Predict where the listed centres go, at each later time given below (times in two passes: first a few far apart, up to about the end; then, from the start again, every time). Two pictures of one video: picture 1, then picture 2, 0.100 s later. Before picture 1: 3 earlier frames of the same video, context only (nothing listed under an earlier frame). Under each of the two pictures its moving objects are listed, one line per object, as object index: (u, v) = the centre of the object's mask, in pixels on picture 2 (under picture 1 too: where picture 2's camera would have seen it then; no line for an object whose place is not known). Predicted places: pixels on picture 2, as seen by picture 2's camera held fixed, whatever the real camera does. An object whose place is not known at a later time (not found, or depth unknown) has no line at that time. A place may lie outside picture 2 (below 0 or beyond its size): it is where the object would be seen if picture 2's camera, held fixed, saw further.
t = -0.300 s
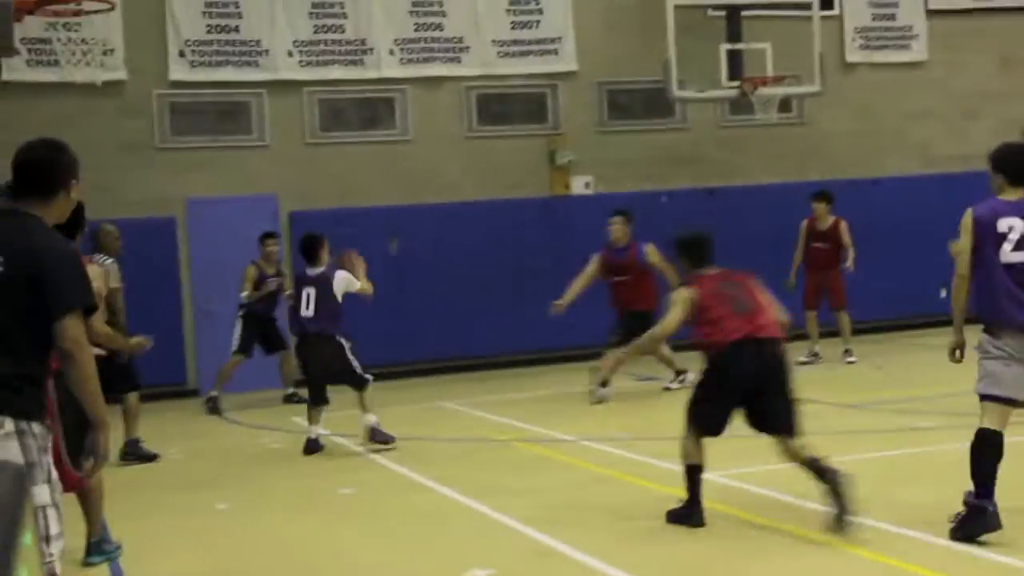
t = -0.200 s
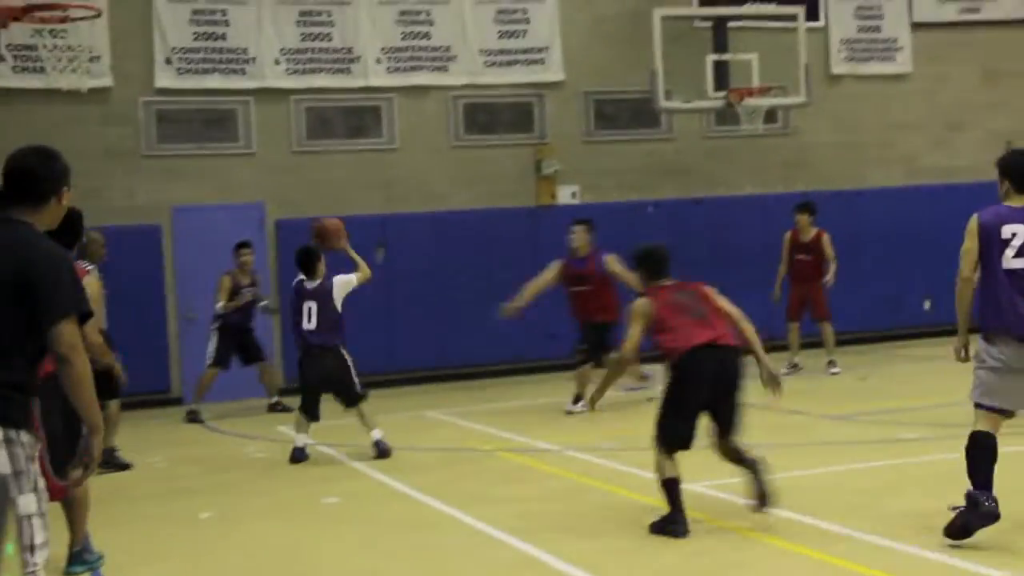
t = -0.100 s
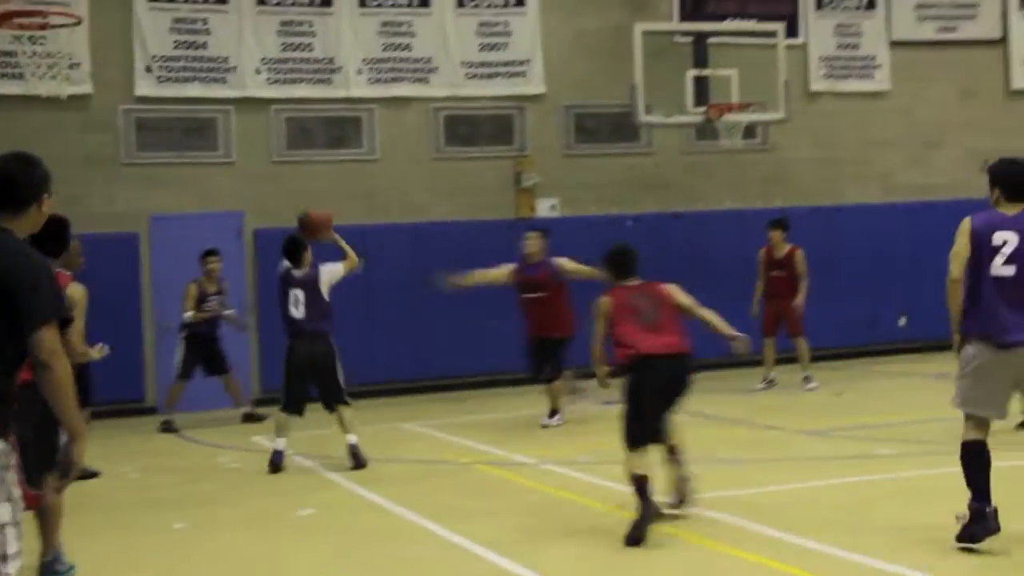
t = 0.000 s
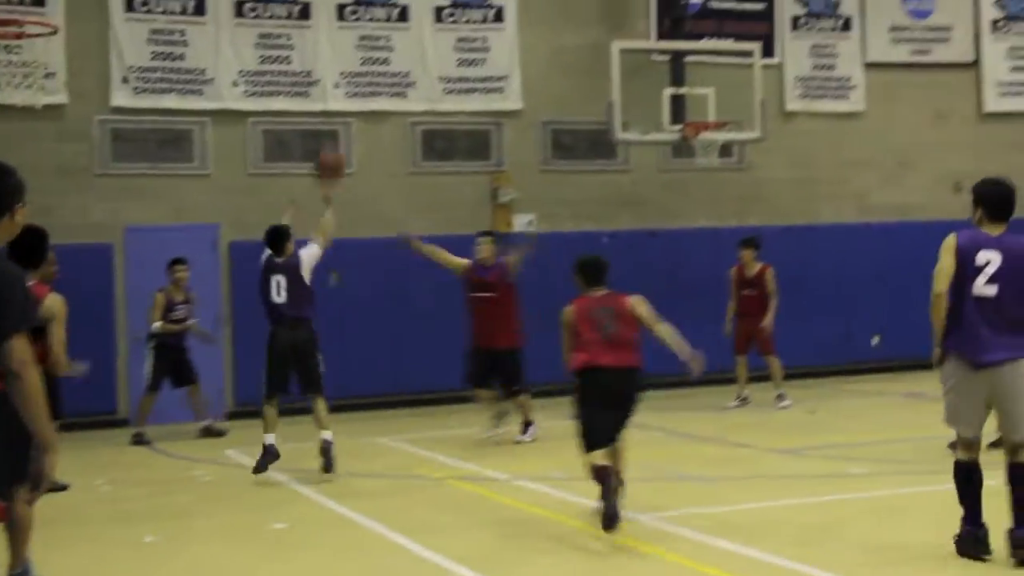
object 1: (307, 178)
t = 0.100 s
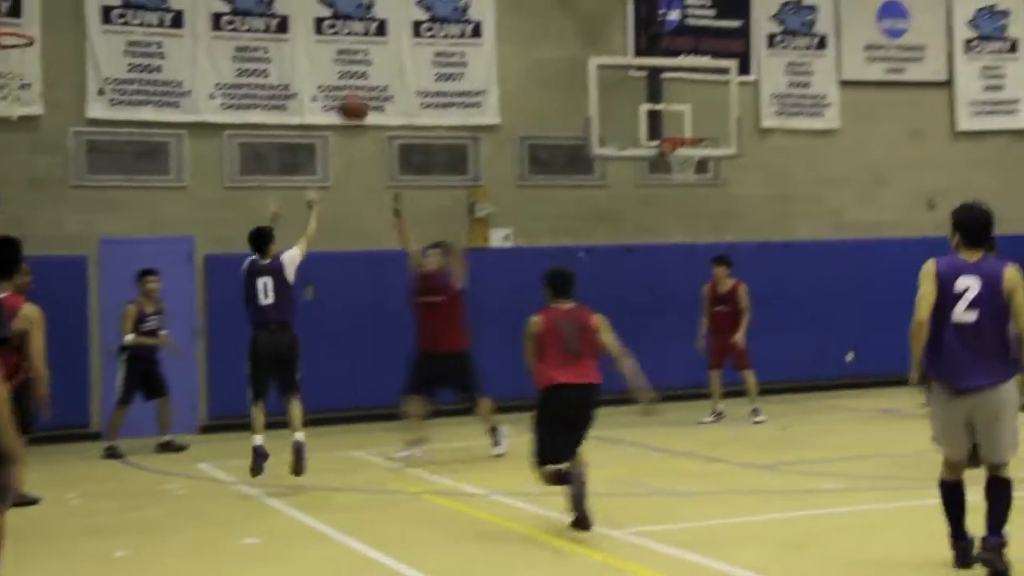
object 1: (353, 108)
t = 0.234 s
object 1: (412, 43)
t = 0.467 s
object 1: (501, -9)
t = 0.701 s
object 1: (575, 1)
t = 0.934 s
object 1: (644, 58)
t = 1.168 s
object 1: (689, 148)
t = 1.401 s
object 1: (653, 179)
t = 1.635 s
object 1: (621, 244)
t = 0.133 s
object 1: (369, 89)
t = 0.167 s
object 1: (383, 71)
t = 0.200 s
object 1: (397, 57)
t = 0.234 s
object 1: (412, 43)
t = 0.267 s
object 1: (425, 32)
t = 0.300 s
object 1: (439, 19)
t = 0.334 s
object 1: (453, 10)
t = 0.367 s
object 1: (465, 3)
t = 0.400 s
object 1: (476, -2)
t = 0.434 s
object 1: (488, -6)
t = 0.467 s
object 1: (501, -9)
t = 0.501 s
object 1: (512, -11)
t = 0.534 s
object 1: (523, -13)
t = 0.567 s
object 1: (534, -13)
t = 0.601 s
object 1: (545, -11)
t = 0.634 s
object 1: (556, -9)
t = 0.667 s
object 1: (565, -4)
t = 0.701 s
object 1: (575, 1)
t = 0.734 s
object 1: (586, 7)
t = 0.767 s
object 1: (596, 13)
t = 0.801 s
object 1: (605, 22)
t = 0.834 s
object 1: (615, 29)
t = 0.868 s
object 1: (624, 38)
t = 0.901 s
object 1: (636, 46)
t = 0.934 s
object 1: (644, 58)
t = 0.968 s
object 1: (653, 73)
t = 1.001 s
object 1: (660, 85)
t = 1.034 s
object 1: (670, 99)
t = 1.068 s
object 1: (677, 114)
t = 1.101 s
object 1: (686, 126)
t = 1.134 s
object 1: (692, 142)
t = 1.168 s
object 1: (689, 148)
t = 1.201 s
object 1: (687, 143)
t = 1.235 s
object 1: (675, 163)
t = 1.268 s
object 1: (673, 162)
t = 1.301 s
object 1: (667, 164)
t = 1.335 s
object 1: (662, 167)
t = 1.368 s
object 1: (659, 171)
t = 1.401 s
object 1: (653, 179)
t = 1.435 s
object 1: (648, 186)
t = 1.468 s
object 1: (643, 193)
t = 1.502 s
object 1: (638, 202)
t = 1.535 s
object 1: (633, 210)
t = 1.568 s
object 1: (630, 220)
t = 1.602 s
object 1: (626, 232)
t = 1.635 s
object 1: (621, 244)
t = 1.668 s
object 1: (618, 256)
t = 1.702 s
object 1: (613, 270)
